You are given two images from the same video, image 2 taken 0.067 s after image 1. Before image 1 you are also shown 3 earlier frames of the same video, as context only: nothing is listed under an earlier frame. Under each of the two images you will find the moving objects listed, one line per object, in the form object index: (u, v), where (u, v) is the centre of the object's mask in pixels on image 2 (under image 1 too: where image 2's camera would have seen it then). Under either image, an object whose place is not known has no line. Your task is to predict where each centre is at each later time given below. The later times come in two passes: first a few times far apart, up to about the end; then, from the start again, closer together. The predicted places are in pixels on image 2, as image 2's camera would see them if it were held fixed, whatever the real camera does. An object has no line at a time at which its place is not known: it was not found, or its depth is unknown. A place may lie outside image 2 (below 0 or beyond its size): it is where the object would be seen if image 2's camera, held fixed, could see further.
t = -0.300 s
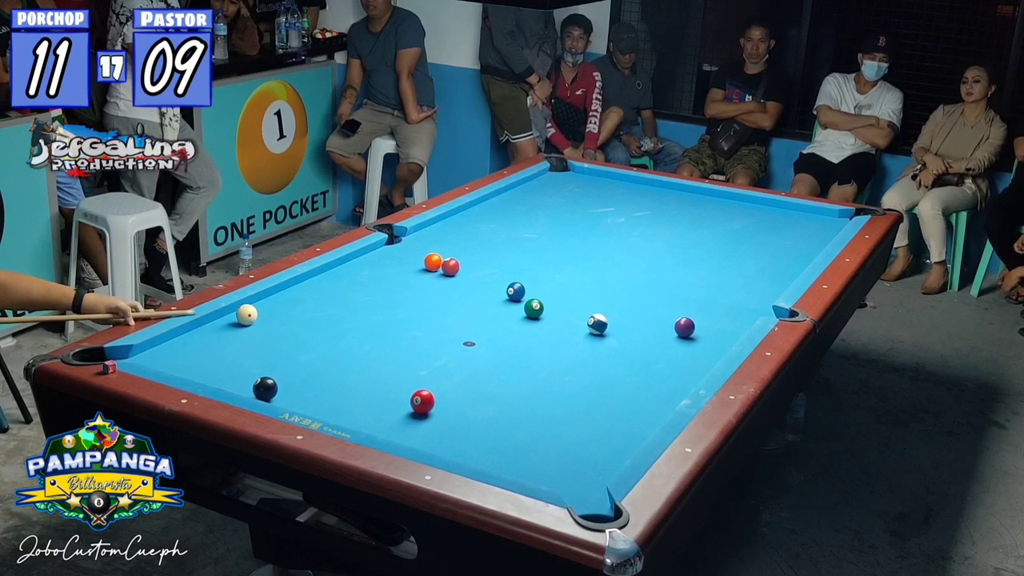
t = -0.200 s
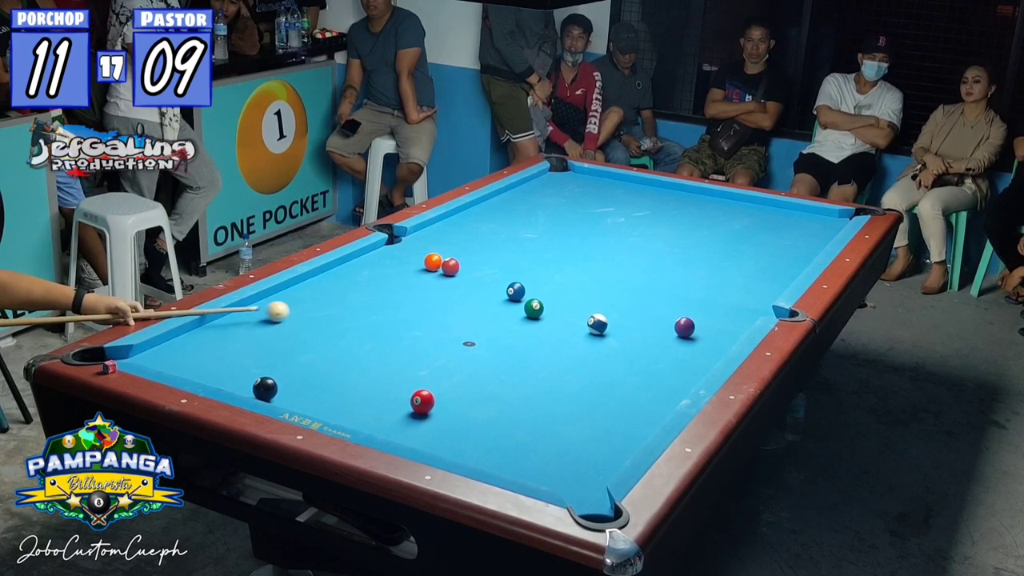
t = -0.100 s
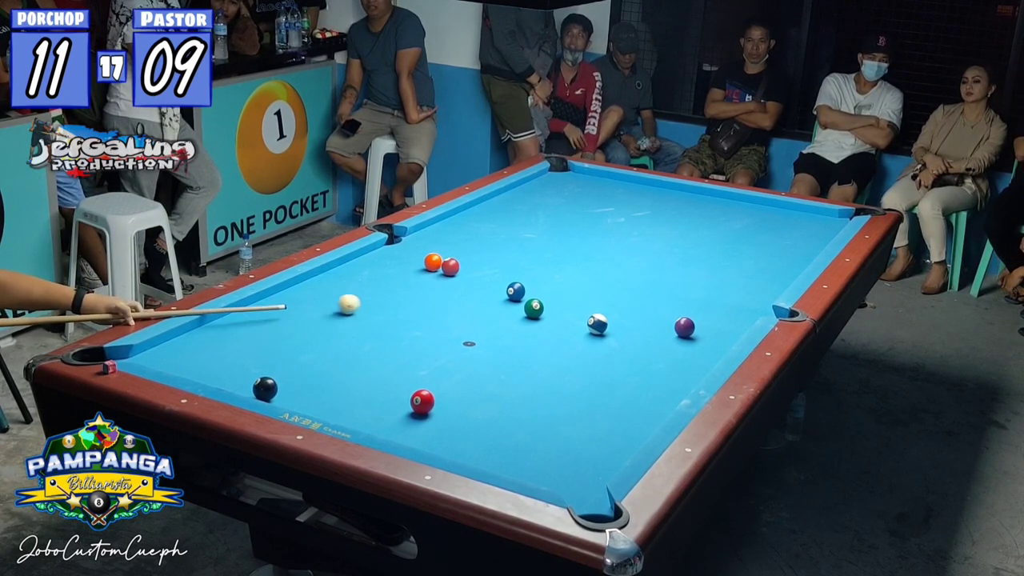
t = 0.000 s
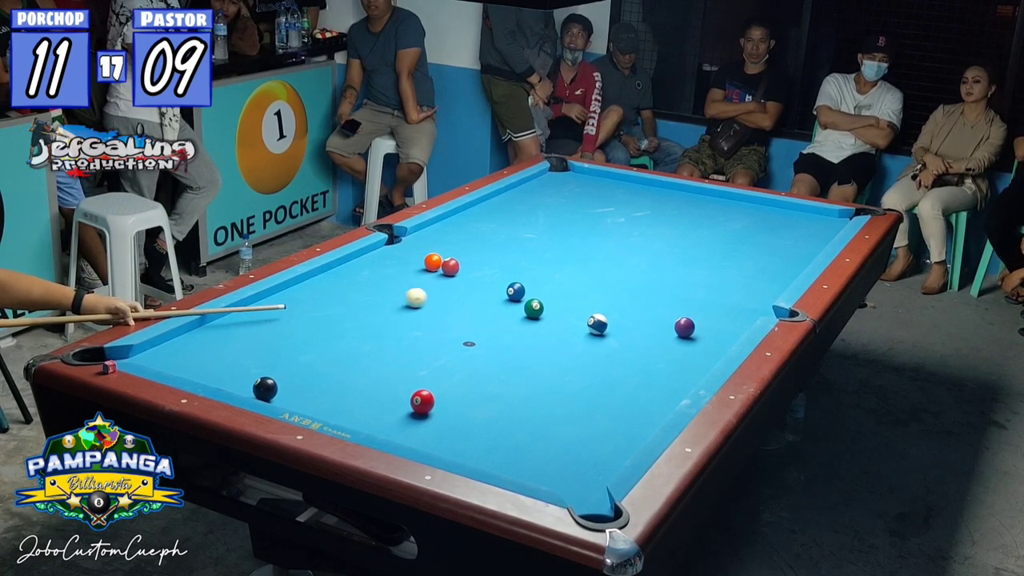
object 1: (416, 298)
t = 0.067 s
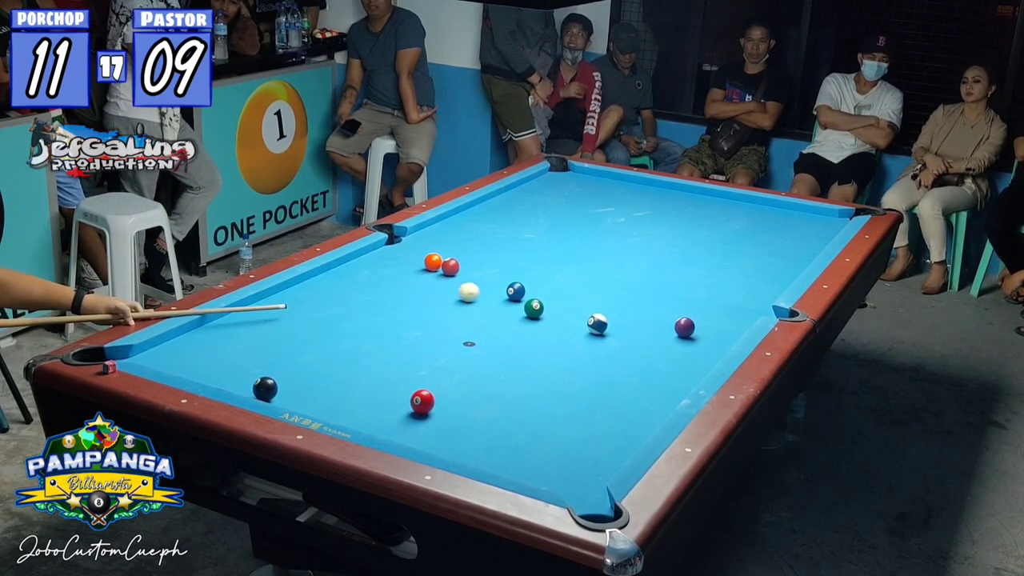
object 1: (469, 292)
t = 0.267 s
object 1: (516, 274)
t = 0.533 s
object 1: (562, 252)
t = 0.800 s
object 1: (600, 233)
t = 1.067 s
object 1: (634, 216)
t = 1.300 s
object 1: (667, 201)
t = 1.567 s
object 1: (690, 189)
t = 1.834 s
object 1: (675, 197)
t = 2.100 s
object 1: (659, 205)
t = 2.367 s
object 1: (644, 212)
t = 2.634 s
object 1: (629, 220)
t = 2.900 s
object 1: (611, 228)
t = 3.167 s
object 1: (595, 236)
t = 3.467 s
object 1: (578, 244)
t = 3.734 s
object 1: (562, 251)
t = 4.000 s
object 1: (547, 259)
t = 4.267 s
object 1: (531, 266)
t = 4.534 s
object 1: (516, 273)
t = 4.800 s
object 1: (502, 279)
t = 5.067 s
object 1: (488, 286)
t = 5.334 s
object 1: (475, 292)
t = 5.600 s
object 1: (463, 297)
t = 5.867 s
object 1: (450, 303)
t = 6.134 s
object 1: (440, 307)
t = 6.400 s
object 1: (431, 311)
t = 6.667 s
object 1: (423, 314)
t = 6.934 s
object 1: (417, 317)
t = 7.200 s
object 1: (413, 320)
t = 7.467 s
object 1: (410, 321)
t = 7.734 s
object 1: (407, 322)
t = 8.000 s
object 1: (407, 322)
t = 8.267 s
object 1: (407, 322)
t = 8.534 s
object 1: (407, 322)
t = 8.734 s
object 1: (407, 322)
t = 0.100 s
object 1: (479, 291)
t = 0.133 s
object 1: (497, 289)
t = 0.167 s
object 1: (502, 283)
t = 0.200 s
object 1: (506, 280)
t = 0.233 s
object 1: (508, 279)
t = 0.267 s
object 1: (516, 274)
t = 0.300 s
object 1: (522, 271)
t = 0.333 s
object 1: (525, 269)
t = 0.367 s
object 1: (531, 267)
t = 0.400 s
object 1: (540, 262)
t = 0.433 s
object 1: (546, 259)
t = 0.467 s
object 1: (551, 257)
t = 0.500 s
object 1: (557, 254)
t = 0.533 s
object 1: (562, 252)
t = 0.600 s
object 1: (570, 248)
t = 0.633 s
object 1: (575, 245)
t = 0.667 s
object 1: (580, 243)
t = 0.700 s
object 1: (585, 240)
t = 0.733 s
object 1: (590, 238)
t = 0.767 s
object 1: (595, 236)
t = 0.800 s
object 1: (600, 233)
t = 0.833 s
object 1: (604, 231)
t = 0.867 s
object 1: (609, 229)
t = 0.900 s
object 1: (613, 227)
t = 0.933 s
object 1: (618, 225)
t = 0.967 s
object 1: (622, 223)
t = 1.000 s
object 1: (626, 221)
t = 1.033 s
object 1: (630, 218)
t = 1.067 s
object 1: (634, 216)
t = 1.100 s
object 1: (640, 214)
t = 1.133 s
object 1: (644, 212)
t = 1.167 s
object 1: (648, 210)
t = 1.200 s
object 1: (652, 208)
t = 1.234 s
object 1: (657, 205)
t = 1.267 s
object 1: (661, 203)
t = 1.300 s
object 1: (667, 201)
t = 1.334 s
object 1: (668, 200)
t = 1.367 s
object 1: (673, 197)
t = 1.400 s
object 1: (677, 196)
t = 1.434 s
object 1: (678, 195)
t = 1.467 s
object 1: (683, 192)
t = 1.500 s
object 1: (687, 191)
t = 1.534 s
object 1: (688, 190)
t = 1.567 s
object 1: (690, 189)
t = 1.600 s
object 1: (688, 190)
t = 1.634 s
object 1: (686, 191)
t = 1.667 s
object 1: (684, 192)
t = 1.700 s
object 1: (682, 193)
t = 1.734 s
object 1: (680, 194)
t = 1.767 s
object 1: (678, 195)
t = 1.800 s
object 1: (676, 196)
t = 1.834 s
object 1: (675, 197)
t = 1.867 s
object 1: (673, 198)
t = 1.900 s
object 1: (671, 199)
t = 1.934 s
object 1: (669, 200)
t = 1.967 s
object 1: (667, 201)
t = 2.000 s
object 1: (665, 202)
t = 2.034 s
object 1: (663, 203)
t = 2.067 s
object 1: (661, 204)
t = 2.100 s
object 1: (659, 205)
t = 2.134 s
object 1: (657, 206)
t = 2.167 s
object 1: (656, 206)
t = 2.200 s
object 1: (654, 207)
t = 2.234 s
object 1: (652, 208)
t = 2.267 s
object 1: (650, 209)
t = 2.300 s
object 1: (648, 210)
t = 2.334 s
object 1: (646, 211)
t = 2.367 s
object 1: (644, 212)
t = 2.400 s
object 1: (643, 213)
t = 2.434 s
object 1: (641, 214)
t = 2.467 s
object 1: (638, 215)
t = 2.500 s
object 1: (636, 216)
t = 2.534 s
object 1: (635, 217)
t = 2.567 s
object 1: (633, 218)
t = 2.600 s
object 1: (630, 219)
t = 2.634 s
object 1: (629, 220)
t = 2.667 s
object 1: (626, 221)
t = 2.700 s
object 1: (624, 222)
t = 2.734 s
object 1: (622, 223)
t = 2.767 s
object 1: (620, 224)
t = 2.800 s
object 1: (618, 225)
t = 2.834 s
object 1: (616, 226)
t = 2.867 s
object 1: (613, 227)
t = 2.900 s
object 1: (611, 228)
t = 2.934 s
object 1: (610, 229)
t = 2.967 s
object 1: (607, 230)
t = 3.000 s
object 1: (605, 231)
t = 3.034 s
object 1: (603, 232)
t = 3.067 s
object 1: (601, 233)
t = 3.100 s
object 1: (599, 234)
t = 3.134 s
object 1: (597, 235)
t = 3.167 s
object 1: (595, 236)
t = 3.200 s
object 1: (594, 236)
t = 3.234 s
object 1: (592, 237)
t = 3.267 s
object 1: (589, 239)
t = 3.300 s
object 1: (587, 240)
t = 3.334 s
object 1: (586, 240)
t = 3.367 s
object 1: (583, 242)
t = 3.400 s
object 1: (581, 243)
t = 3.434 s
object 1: (580, 243)
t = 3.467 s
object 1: (578, 244)
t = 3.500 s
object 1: (575, 245)
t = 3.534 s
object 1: (573, 246)
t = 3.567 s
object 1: (572, 247)
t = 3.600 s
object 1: (570, 248)
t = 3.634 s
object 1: (568, 249)
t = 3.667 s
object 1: (566, 250)
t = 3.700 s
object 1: (564, 250)
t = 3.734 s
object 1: (562, 251)
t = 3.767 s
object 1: (560, 252)
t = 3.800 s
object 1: (558, 253)
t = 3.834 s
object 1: (556, 254)
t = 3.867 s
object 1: (554, 255)
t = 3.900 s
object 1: (552, 256)
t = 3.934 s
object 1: (550, 257)
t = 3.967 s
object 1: (549, 258)
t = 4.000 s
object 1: (547, 259)
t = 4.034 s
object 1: (545, 260)
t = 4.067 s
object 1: (542, 261)
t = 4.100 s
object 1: (541, 261)
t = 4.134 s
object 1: (539, 262)
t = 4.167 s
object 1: (536, 264)
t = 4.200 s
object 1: (534, 265)
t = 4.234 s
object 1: (533, 265)
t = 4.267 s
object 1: (531, 266)
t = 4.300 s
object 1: (529, 267)
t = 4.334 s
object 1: (527, 268)
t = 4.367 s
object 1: (525, 269)
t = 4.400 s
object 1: (524, 270)
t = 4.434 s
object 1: (522, 271)
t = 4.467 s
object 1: (520, 271)
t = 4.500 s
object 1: (518, 272)
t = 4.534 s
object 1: (516, 273)
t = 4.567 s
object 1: (514, 274)
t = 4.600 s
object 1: (512, 275)
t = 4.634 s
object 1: (511, 276)
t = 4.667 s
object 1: (509, 277)
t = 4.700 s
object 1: (507, 277)
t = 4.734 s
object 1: (506, 278)
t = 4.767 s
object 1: (504, 278)
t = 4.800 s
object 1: (502, 279)
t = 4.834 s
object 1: (500, 280)
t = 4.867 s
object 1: (499, 281)
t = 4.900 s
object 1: (497, 282)
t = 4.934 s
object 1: (495, 283)
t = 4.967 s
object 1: (494, 283)
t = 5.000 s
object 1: (492, 284)
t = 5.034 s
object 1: (490, 285)
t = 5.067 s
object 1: (488, 286)
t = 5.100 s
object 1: (487, 286)
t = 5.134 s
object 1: (485, 287)
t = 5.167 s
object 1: (483, 288)
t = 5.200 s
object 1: (482, 289)
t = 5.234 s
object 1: (480, 289)
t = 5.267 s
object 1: (477, 290)
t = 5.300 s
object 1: (476, 291)
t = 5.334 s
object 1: (475, 292)
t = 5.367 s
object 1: (474, 292)
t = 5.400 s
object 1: (472, 293)
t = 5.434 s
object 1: (470, 293)
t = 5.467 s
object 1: (469, 294)
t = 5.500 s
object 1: (467, 295)
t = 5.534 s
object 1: (466, 296)
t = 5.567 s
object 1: (464, 297)
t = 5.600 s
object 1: (463, 297)
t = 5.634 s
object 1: (461, 298)
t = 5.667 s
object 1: (460, 299)
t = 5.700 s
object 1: (458, 299)
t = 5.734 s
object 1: (457, 300)
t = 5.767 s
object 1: (455, 301)
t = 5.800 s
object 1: (453, 301)
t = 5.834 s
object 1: (452, 302)
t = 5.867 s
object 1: (450, 303)
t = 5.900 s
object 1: (449, 303)
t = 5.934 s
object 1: (448, 304)
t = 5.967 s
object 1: (446, 304)
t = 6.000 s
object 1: (445, 305)
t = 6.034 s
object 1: (444, 305)
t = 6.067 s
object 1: (442, 306)
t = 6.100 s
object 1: (441, 307)
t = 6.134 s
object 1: (440, 307)
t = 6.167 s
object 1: (438, 308)
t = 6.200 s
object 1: (437, 308)
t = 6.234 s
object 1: (436, 309)
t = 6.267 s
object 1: (435, 309)
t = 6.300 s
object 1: (434, 310)
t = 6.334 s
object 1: (433, 310)
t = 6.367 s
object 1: (431, 311)
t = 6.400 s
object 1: (431, 311)
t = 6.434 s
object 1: (430, 311)
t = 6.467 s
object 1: (429, 312)
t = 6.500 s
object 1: (428, 312)
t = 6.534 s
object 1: (426, 313)
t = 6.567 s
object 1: (425, 314)
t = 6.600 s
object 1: (425, 314)
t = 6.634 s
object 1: (424, 314)
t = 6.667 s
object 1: (423, 314)
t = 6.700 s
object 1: (422, 315)
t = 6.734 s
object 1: (421, 316)
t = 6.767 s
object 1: (421, 316)
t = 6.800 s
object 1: (420, 316)
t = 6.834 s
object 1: (419, 317)
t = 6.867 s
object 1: (419, 317)
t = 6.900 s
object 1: (418, 317)
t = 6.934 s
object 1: (417, 317)
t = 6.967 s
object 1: (416, 318)
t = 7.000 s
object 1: (416, 318)
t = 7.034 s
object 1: (416, 318)
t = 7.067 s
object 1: (415, 319)
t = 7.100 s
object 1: (414, 319)
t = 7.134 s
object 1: (414, 319)
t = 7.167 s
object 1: (413, 320)
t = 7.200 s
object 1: (413, 320)
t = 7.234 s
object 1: (413, 320)
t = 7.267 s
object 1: (412, 320)
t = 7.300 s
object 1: (412, 320)
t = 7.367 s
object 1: (411, 321)
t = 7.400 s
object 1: (411, 321)
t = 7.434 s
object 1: (410, 321)
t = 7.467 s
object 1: (410, 321)
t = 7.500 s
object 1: (410, 322)
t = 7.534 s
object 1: (409, 322)
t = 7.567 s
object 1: (409, 322)
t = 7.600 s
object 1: (408, 322)
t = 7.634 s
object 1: (408, 322)
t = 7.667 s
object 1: (408, 322)
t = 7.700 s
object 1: (408, 322)
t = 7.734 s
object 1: (407, 322)
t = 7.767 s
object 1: (407, 322)
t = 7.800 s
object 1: (407, 322)
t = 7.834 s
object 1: (407, 322)
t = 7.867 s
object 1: (407, 322)
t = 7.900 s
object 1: (407, 322)
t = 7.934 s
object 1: (407, 322)
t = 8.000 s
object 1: (407, 322)
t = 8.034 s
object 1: (407, 322)
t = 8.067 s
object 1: (407, 322)
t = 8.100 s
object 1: (407, 322)
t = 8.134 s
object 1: (407, 322)
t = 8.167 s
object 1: (407, 322)
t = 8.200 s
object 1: (407, 322)
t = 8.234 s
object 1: (407, 322)
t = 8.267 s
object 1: (407, 322)
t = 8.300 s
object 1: (408, 322)
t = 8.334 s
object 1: (407, 322)
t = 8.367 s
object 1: (407, 322)
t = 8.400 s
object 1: (407, 322)
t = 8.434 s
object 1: (407, 322)
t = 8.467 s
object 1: (407, 322)
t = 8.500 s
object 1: (407, 322)
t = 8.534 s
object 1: (407, 322)
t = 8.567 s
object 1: (407, 322)
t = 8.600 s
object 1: (407, 322)
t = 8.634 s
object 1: (407, 322)
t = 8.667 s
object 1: (407, 322)
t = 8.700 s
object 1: (407, 322)
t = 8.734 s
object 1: (407, 322)
